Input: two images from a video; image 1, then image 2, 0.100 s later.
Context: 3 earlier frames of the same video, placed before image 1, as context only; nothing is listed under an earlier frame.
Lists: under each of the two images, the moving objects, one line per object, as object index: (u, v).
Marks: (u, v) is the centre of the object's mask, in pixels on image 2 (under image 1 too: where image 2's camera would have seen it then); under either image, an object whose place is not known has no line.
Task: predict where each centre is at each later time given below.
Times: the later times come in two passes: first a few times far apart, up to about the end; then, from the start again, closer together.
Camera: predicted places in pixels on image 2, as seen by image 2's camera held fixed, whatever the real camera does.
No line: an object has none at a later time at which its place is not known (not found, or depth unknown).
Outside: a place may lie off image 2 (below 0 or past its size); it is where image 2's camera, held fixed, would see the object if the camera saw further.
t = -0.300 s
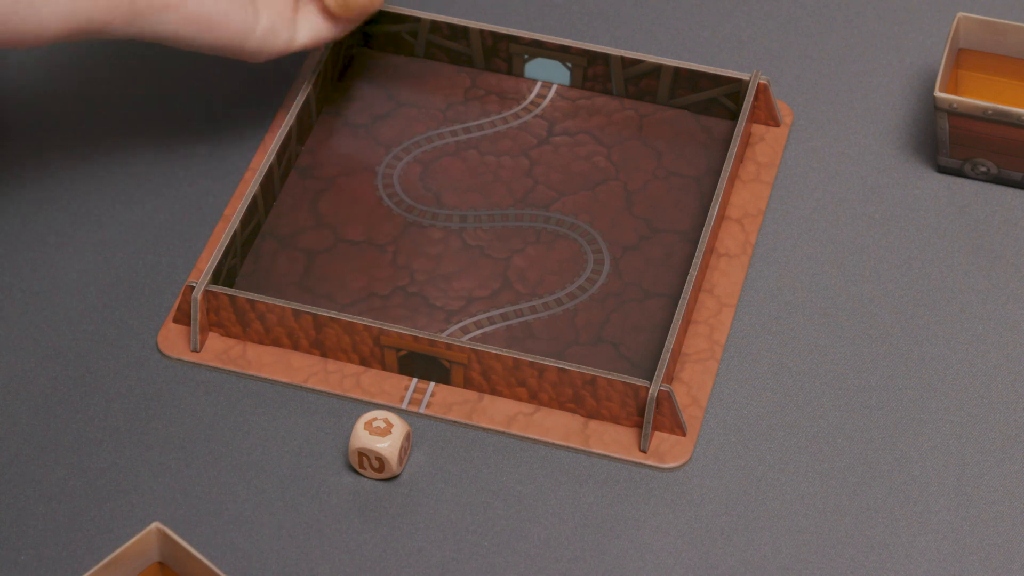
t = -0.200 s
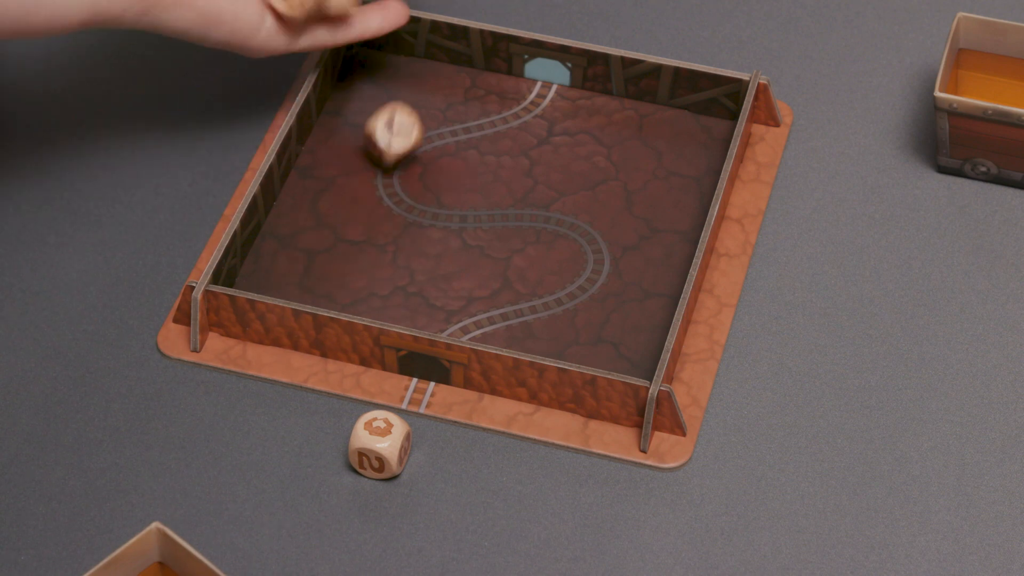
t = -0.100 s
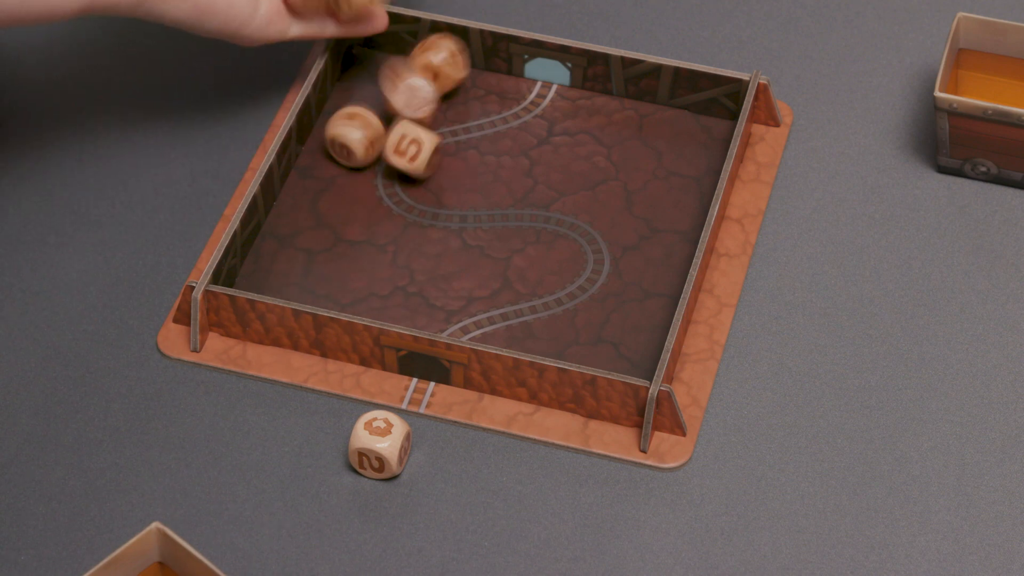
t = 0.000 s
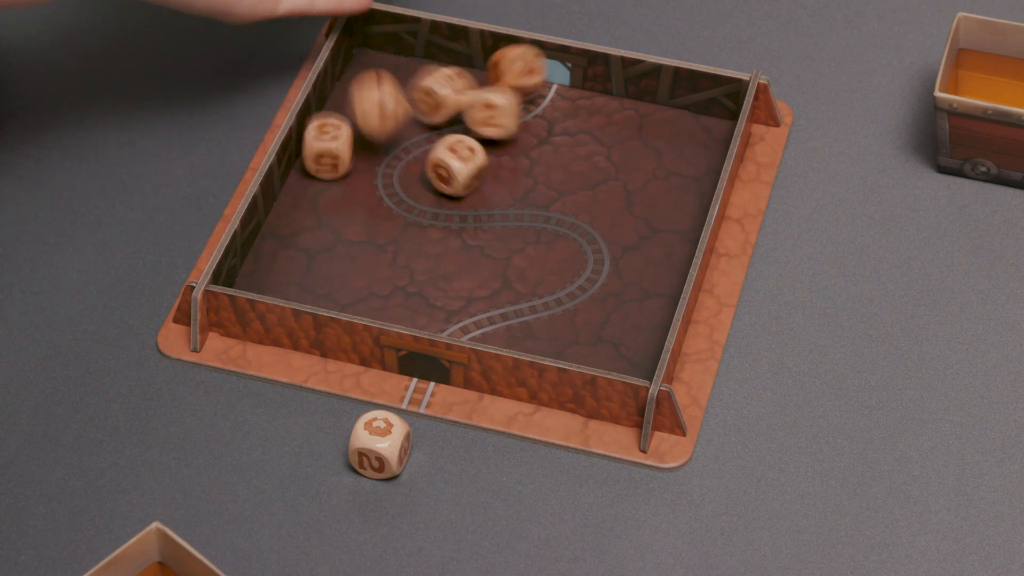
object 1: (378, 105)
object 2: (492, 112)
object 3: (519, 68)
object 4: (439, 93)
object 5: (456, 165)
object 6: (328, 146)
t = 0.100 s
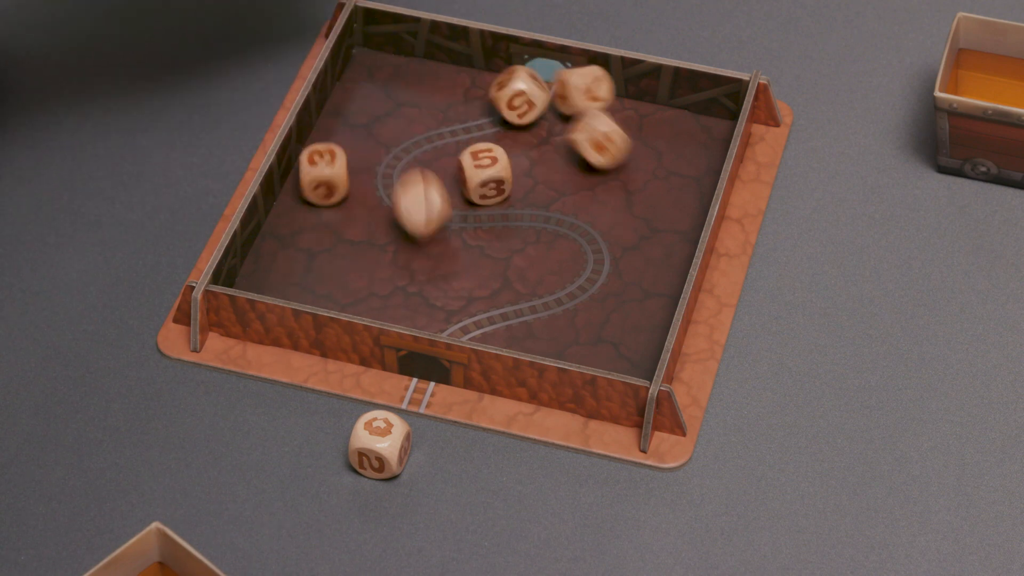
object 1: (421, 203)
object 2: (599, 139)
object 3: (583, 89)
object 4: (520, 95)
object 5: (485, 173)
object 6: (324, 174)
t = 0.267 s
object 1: (487, 326)
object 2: (693, 165)
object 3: (670, 120)
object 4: (568, 116)
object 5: (487, 170)
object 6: (329, 188)
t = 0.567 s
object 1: (604, 335)
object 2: (682, 181)
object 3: (683, 116)
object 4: (588, 112)
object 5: (485, 171)
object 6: (329, 188)
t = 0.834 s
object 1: (604, 335)
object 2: (682, 181)
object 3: (683, 116)
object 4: (588, 112)
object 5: (485, 171)
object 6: (329, 188)
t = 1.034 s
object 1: (604, 335)
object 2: (682, 181)
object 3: (683, 116)
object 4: (588, 112)
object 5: (485, 171)
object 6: (329, 188)
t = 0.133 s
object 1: (431, 235)
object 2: (628, 150)
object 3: (603, 96)
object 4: (531, 100)
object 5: (489, 172)
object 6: (324, 179)
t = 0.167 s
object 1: (440, 269)
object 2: (659, 156)
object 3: (624, 105)
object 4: (541, 105)
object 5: (490, 172)
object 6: (327, 185)
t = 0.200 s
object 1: (448, 298)
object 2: (686, 162)
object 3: (644, 113)
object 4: (552, 109)
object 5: (490, 170)
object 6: (329, 188)
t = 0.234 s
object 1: (461, 319)
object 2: (696, 163)
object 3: (659, 117)
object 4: (560, 116)
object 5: (488, 170)
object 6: (330, 188)
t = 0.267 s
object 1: (487, 326)
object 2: (693, 165)
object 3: (670, 120)
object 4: (568, 116)
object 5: (487, 170)
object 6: (329, 188)
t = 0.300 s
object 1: (508, 327)
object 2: (695, 170)
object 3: (678, 119)
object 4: (577, 119)
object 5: (486, 171)
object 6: (329, 188)
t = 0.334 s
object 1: (523, 328)
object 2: (690, 175)
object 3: (685, 119)
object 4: (584, 118)
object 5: (485, 171)
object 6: (329, 188)
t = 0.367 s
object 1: (542, 329)
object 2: (686, 177)
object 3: (686, 116)
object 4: (586, 115)
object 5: (485, 171)
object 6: (329, 188)
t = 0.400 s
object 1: (560, 329)
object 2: (682, 179)
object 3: (686, 115)
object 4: (589, 113)
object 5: (485, 171)
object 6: (329, 188)
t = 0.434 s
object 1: (576, 334)
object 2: (682, 181)
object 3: (684, 115)
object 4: (589, 112)
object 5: (485, 171)
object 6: (329, 188)
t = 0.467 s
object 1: (587, 335)
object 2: (682, 181)
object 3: (683, 115)
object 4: (588, 112)
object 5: (485, 171)
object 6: (329, 188)
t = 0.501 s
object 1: (596, 335)
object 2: (682, 181)
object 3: (682, 116)
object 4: (588, 112)
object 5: (485, 171)
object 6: (329, 188)
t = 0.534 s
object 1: (602, 335)
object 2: (682, 181)
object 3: (683, 116)
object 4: (588, 112)
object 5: (485, 171)
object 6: (329, 188)
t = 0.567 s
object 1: (604, 335)
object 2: (682, 181)
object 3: (683, 116)
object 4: (588, 112)
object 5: (485, 171)
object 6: (329, 188)
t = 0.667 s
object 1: (604, 335)
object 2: (682, 181)
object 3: (683, 116)
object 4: (588, 112)
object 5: (485, 171)
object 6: (329, 188)
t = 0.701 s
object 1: (604, 335)
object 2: (682, 181)
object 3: (683, 116)
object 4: (588, 112)
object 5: (485, 171)
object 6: (329, 188)
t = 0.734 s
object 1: (604, 335)
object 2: (682, 181)
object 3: (683, 116)
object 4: (588, 112)
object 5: (485, 171)
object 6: (329, 188)
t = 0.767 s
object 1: (604, 335)
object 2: (682, 181)
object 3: (683, 116)
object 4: (588, 112)
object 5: (485, 171)
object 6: (329, 188)
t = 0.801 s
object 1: (604, 335)
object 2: (682, 181)
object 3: (683, 116)
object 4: (588, 112)
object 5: (485, 171)
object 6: (329, 188)
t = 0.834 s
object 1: (604, 335)
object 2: (682, 181)
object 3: (683, 116)
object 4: (588, 112)
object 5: (485, 171)
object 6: (329, 188)
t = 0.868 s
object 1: (604, 335)
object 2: (682, 181)
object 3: (683, 116)
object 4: (588, 112)
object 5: (485, 171)
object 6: (329, 188)
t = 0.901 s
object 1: (604, 335)
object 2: (682, 181)
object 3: (683, 116)
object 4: (588, 112)
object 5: (485, 171)
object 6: (329, 188)
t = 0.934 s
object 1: (604, 335)
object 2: (682, 181)
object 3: (683, 116)
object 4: (588, 112)
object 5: (485, 171)
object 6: (329, 188)
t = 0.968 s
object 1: (604, 335)
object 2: (682, 181)
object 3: (683, 116)
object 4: (588, 112)
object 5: (485, 171)
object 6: (329, 188)
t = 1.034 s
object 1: (604, 335)
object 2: (682, 181)
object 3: (683, 116)
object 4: (588, 112)
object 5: (485, 171)
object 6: (329, 188)
